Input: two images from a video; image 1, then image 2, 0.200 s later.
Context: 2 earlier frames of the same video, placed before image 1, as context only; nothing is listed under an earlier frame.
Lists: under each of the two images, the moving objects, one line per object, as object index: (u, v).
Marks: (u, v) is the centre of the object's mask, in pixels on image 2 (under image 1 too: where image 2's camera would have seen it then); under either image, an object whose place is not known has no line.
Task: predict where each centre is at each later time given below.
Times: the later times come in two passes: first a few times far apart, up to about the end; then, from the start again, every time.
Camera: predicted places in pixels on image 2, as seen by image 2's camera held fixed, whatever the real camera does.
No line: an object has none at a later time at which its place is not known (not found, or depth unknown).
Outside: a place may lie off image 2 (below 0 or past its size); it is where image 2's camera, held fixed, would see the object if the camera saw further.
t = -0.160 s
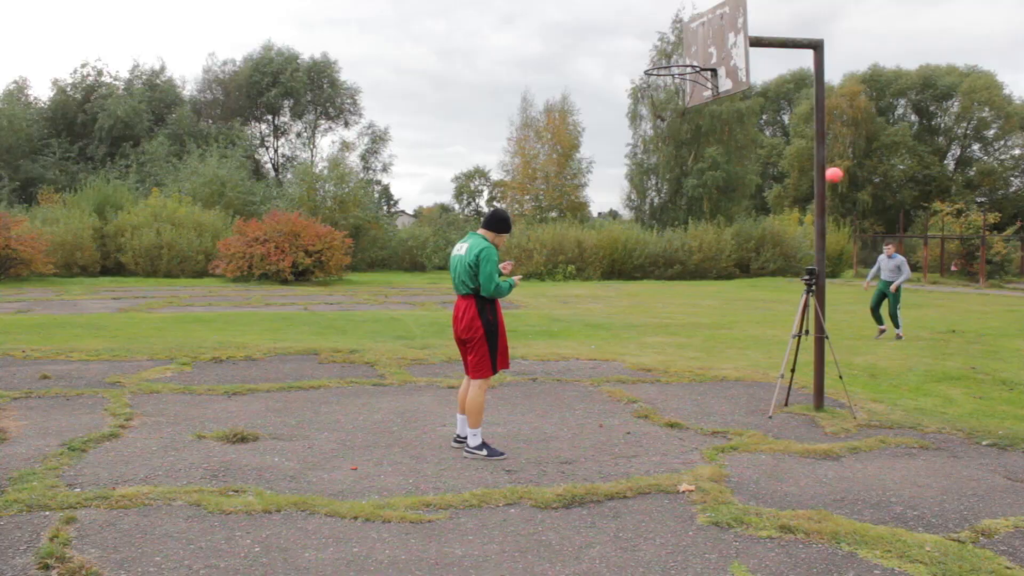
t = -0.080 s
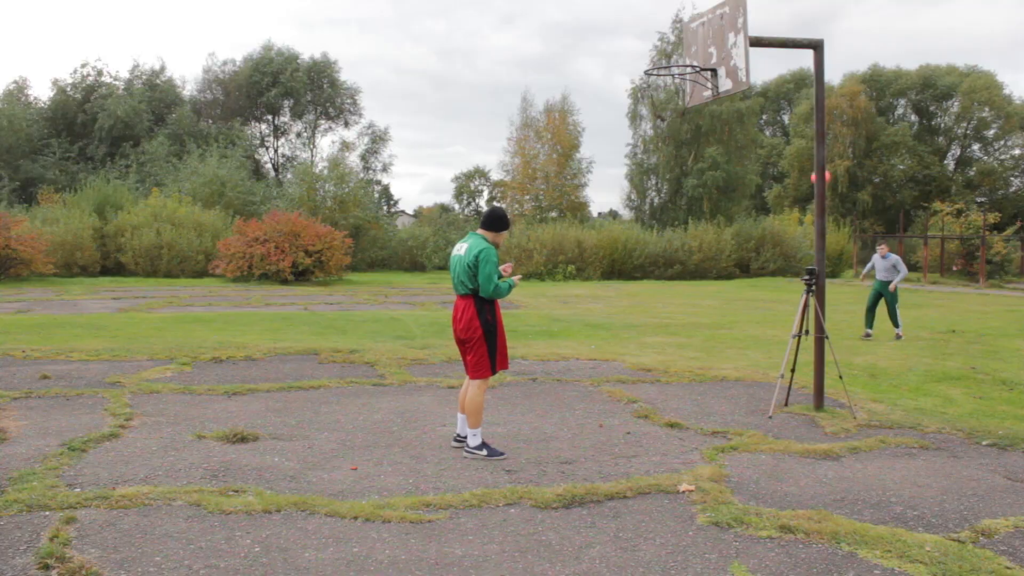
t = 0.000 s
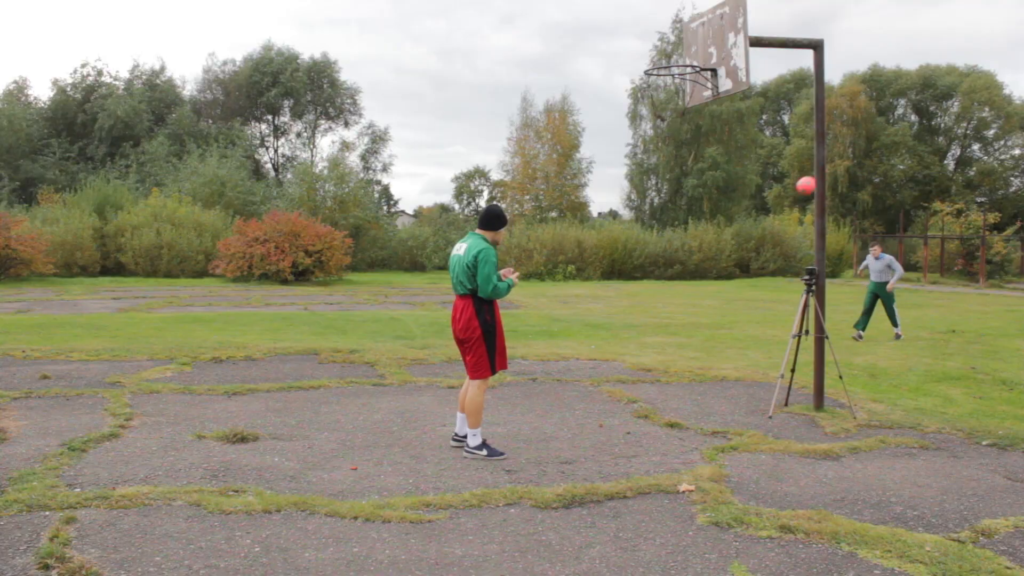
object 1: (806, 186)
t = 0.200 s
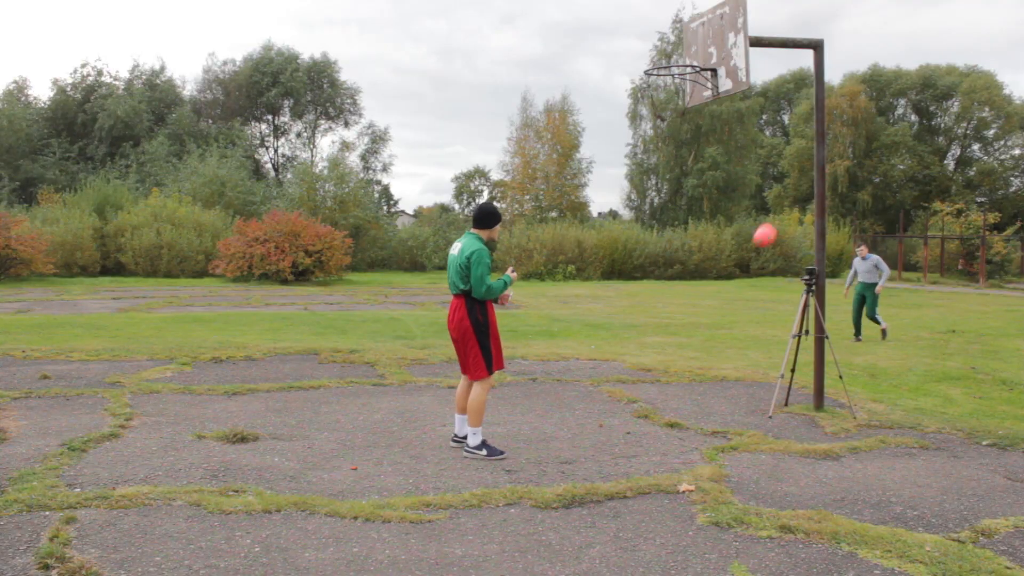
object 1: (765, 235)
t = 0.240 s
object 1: (755, 252)
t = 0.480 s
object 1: (683, 409)
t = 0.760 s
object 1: (668, 275)
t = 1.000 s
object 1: (652, 216)
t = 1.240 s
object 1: (633, 228)
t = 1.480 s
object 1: (607, 327)
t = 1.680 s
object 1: (580, 467)
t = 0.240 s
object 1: (755, 252)
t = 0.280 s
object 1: (745, 270)
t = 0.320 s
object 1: (733, 292)
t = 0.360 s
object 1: (722, 317)
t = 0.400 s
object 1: (710, 345)
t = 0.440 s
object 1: (696, 377)
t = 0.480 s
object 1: (683, 409)
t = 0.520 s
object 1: (679, 392)
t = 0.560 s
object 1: (678, 369)
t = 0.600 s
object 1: (676, 348)
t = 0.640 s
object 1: (674, 328)
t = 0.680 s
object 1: (673, 309)
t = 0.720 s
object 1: (671, 291)
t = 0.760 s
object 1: (668, 275)
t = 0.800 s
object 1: (666, 262)
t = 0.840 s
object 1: (664, 250)
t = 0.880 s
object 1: (661, 238)
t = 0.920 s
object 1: (658, 228)
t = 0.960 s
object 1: (655, 221)
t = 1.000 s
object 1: (652, 216)
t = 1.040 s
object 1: (650, 213)
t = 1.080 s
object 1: (647, 211)
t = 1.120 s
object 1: (643, 212)
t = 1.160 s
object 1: (640, 215)
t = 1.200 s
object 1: (636, 220)
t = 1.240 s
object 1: (633, 228)
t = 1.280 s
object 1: (629, 237)
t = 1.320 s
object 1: (624, 250)
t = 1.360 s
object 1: (620, 265)
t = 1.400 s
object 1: (616, 282)
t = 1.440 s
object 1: (612, 303)
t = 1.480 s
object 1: (607, 327)
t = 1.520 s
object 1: (602, 355)
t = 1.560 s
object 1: (597, 384)
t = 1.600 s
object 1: (593, 417)
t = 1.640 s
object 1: (588, 452)
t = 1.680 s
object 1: (580, 467)
